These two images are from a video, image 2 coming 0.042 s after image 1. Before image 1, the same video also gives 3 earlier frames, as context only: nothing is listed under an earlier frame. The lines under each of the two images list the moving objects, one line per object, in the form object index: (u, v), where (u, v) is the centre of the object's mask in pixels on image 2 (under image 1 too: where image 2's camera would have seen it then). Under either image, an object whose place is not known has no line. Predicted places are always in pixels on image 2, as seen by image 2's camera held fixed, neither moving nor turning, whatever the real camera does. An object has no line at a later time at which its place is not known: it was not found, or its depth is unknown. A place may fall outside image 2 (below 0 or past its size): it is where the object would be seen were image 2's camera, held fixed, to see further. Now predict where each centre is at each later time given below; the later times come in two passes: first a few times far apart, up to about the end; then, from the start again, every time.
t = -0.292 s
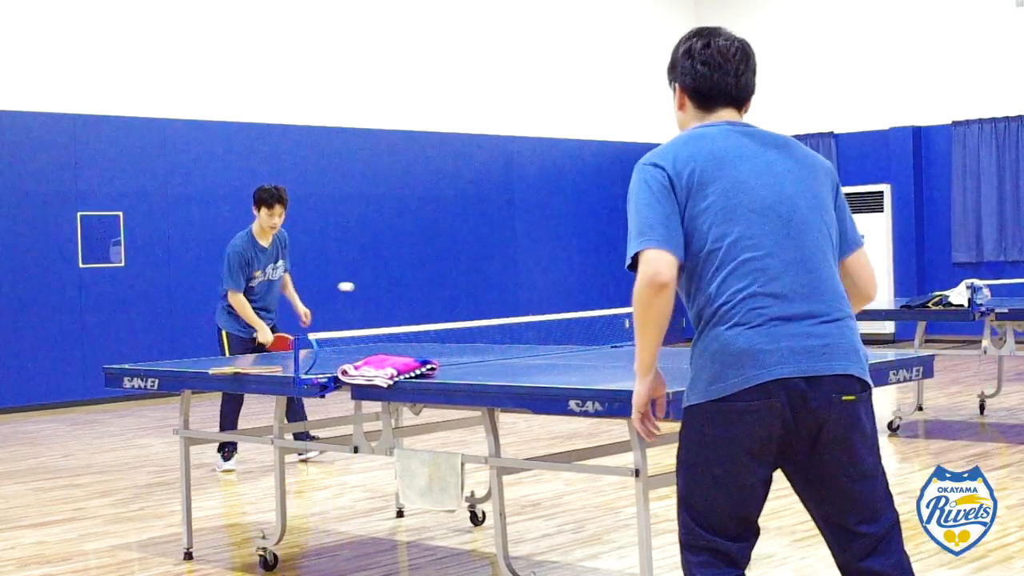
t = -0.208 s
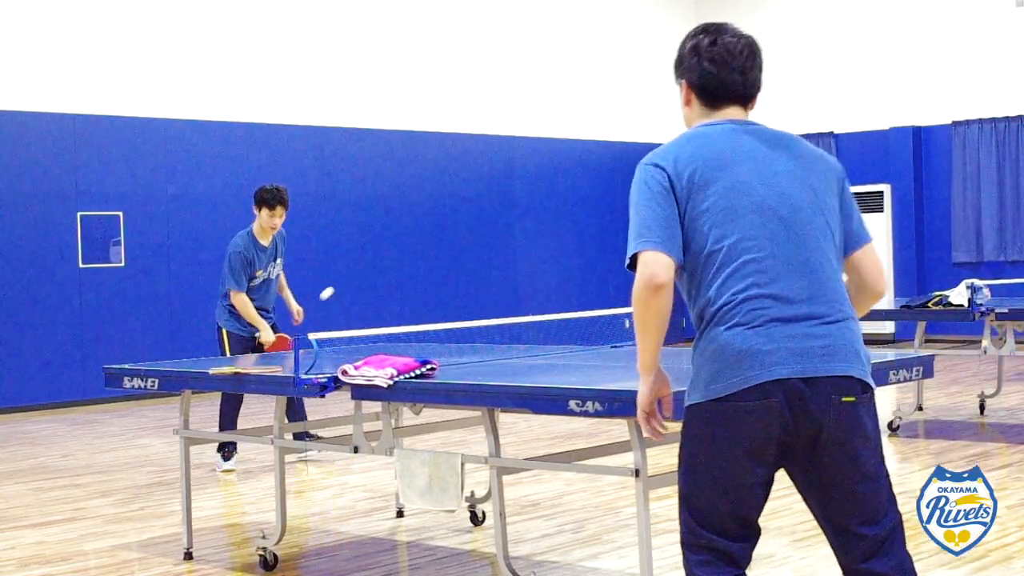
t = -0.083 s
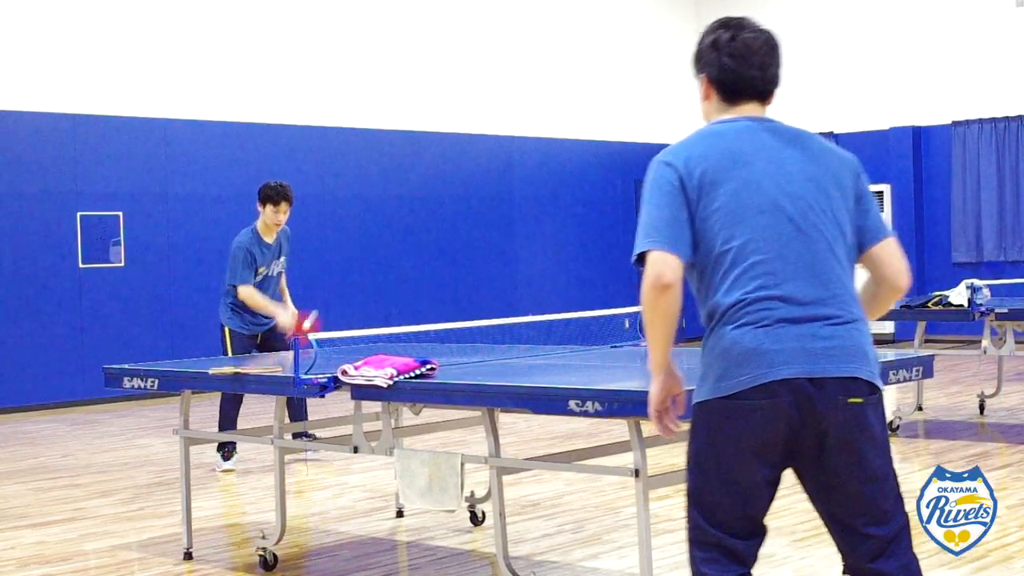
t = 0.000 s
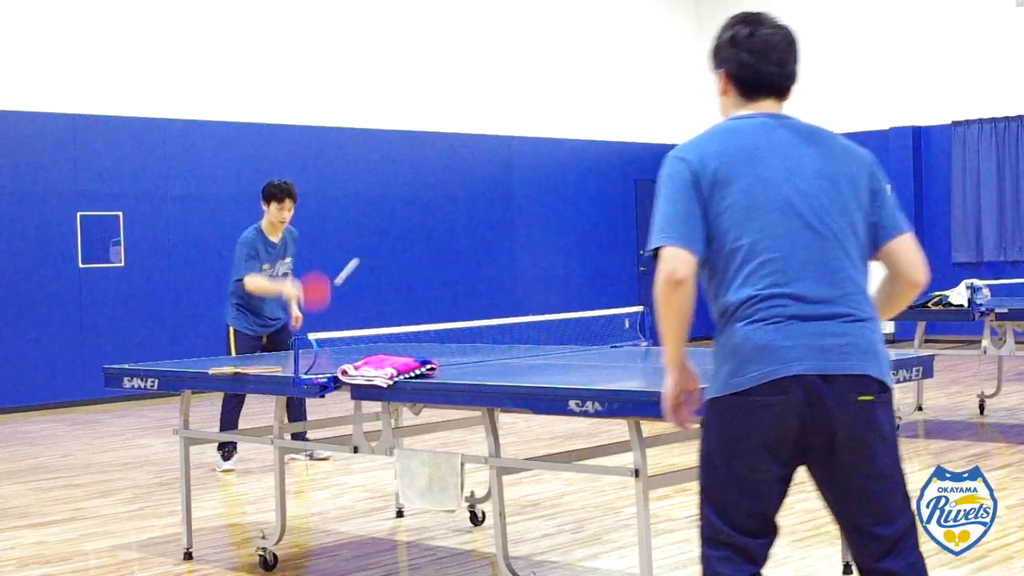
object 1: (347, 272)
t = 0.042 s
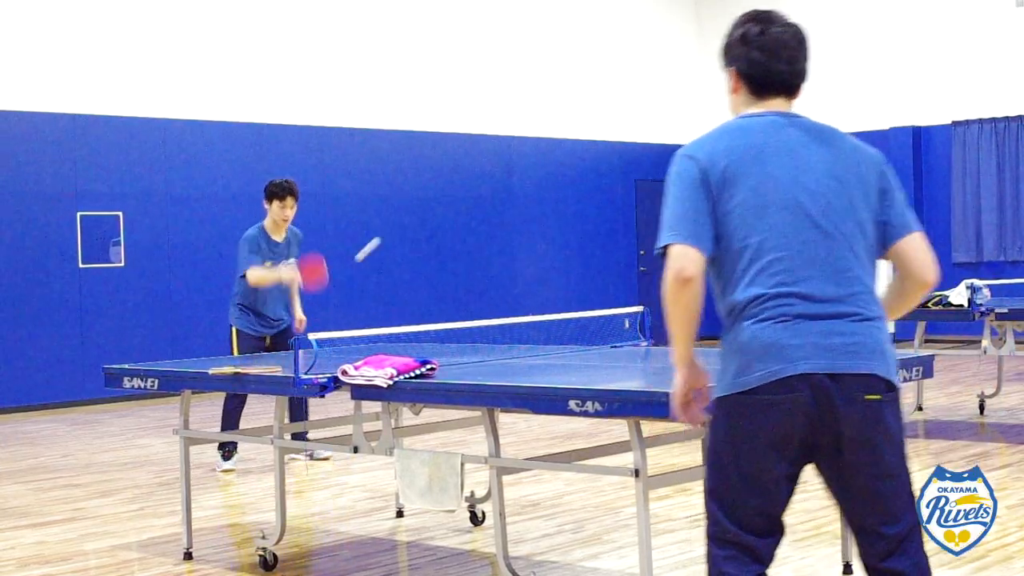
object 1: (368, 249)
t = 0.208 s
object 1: (462, 201)
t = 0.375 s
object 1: (576, 233)
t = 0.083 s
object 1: (390, 231)
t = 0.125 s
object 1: (413, 217)
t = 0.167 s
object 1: (437, 207)
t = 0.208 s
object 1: (462, 201)
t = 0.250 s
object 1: (488, 201)
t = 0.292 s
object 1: (516, 206)
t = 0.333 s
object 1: (545, 216)
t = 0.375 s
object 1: (576, 233)
